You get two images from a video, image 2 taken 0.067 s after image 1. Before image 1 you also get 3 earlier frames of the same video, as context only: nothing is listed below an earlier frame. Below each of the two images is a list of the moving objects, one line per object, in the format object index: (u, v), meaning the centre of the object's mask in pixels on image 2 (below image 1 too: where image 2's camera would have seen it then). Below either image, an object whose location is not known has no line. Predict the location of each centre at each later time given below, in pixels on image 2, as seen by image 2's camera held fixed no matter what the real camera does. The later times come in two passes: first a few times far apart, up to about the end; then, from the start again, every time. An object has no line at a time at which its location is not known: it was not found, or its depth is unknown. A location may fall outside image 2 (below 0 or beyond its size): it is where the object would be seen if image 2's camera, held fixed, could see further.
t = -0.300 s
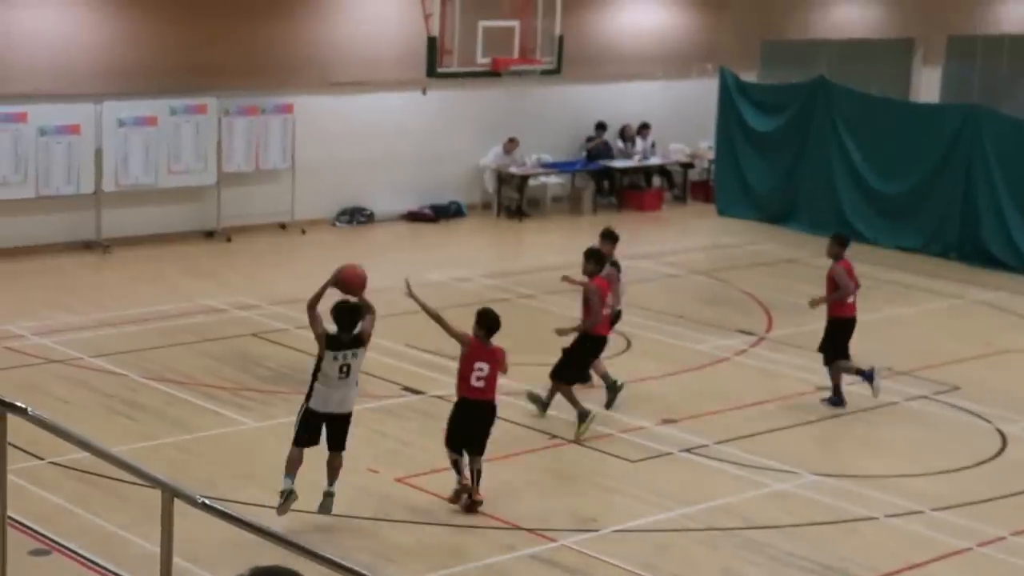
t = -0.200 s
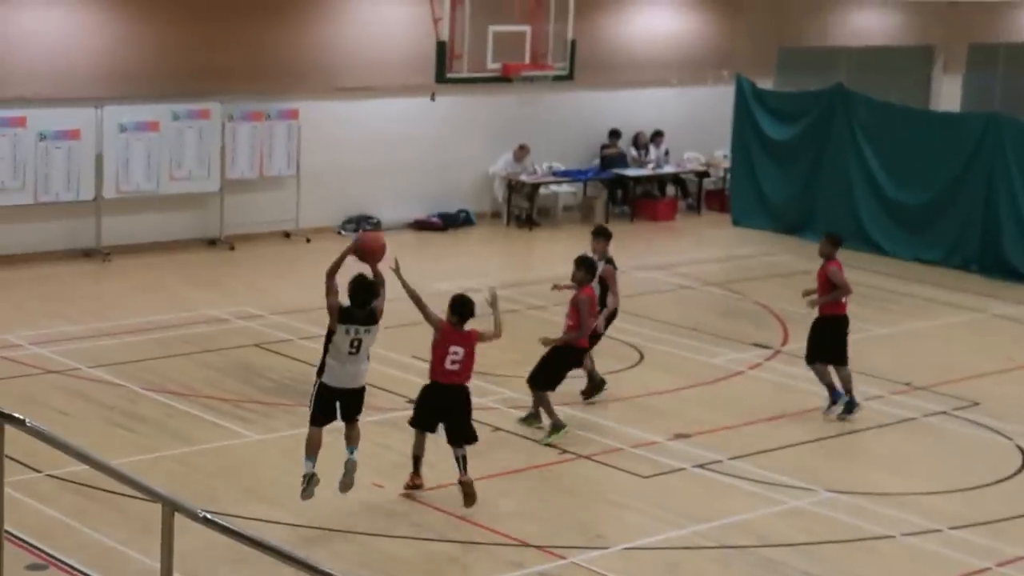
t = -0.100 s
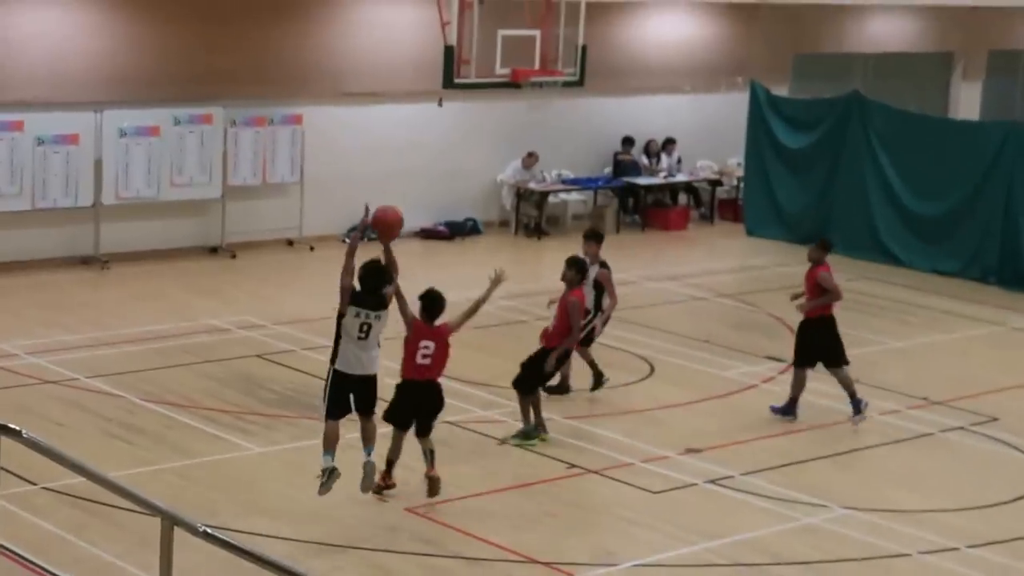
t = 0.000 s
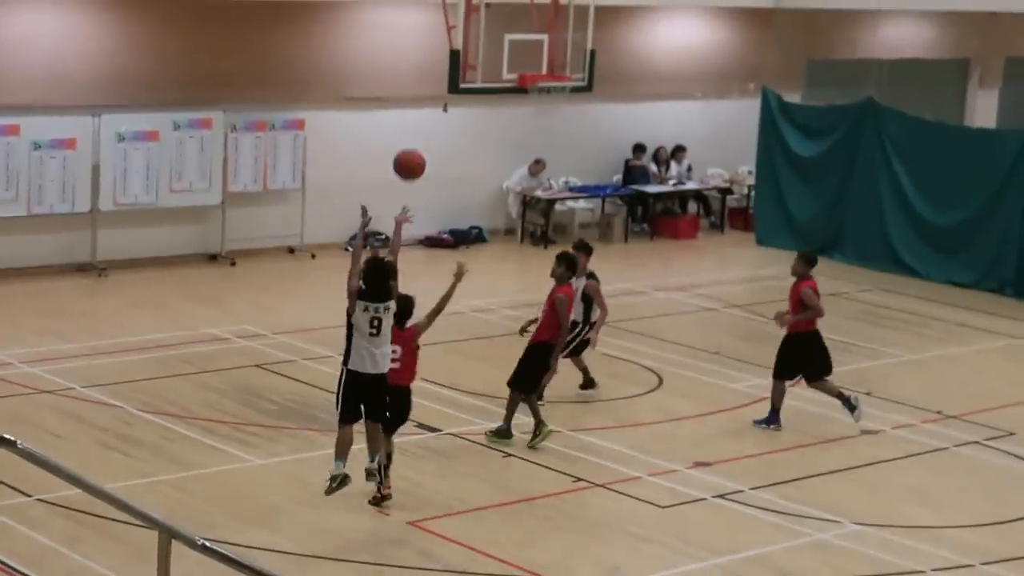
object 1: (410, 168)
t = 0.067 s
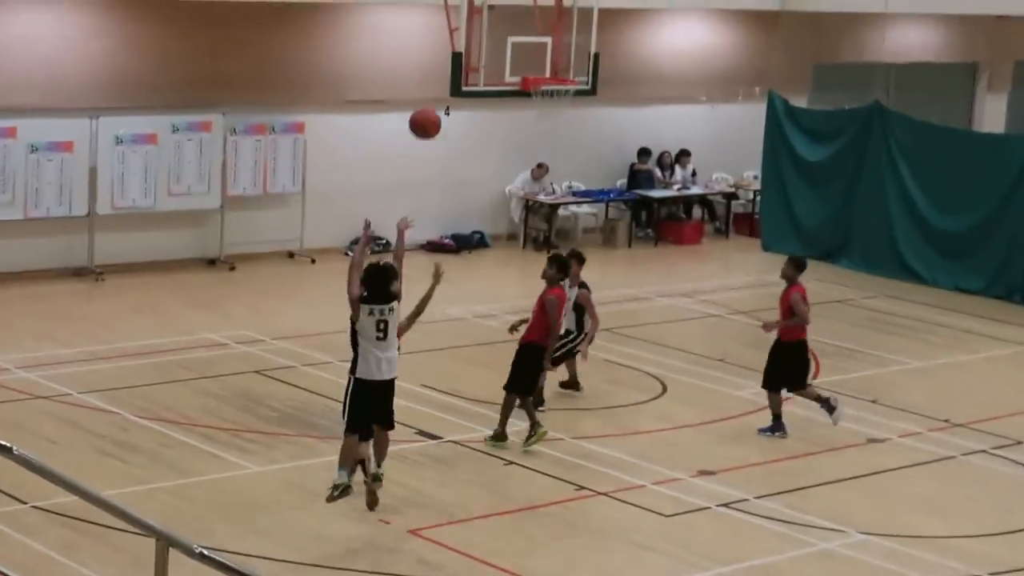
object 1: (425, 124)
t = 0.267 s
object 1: (463, 34)
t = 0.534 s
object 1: (502, 1)
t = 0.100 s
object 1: (432, 104)
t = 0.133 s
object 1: (438, 86)
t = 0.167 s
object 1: (444, 71)
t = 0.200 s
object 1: (451, 56)
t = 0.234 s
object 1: (457, 44)
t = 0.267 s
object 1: (463, 34)
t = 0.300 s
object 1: (468, 24)
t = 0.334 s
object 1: (474, 16)
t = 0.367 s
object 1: (479, 10)
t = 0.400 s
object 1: (484, 6)
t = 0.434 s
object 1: (488, 3)
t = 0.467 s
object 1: (493, 1)
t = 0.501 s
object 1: (498, 1)
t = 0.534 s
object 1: (502, 1)
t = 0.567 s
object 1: (506, 2)
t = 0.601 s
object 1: (510, 4)
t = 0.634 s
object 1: (514, 9)
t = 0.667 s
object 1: (517, 14)
